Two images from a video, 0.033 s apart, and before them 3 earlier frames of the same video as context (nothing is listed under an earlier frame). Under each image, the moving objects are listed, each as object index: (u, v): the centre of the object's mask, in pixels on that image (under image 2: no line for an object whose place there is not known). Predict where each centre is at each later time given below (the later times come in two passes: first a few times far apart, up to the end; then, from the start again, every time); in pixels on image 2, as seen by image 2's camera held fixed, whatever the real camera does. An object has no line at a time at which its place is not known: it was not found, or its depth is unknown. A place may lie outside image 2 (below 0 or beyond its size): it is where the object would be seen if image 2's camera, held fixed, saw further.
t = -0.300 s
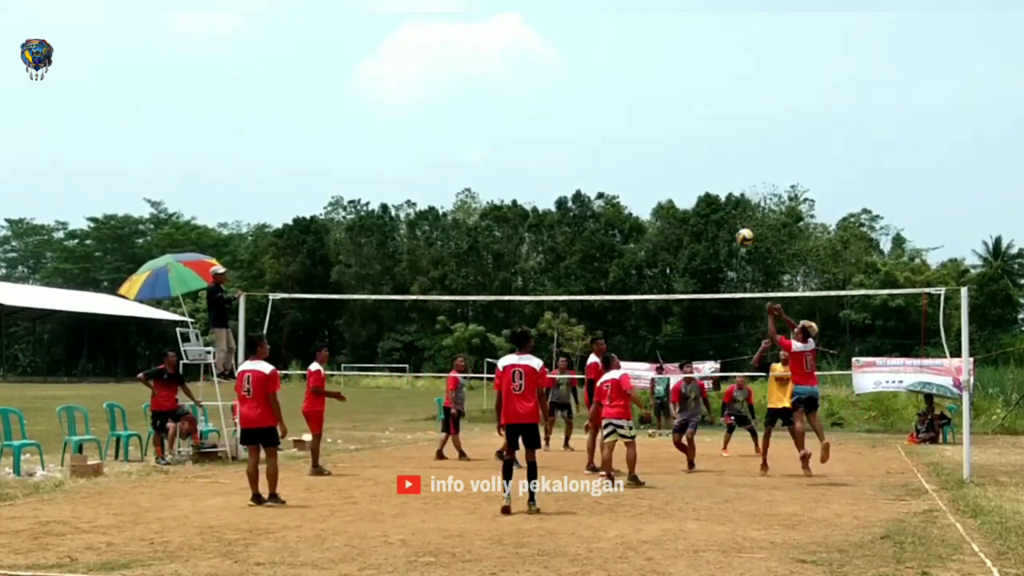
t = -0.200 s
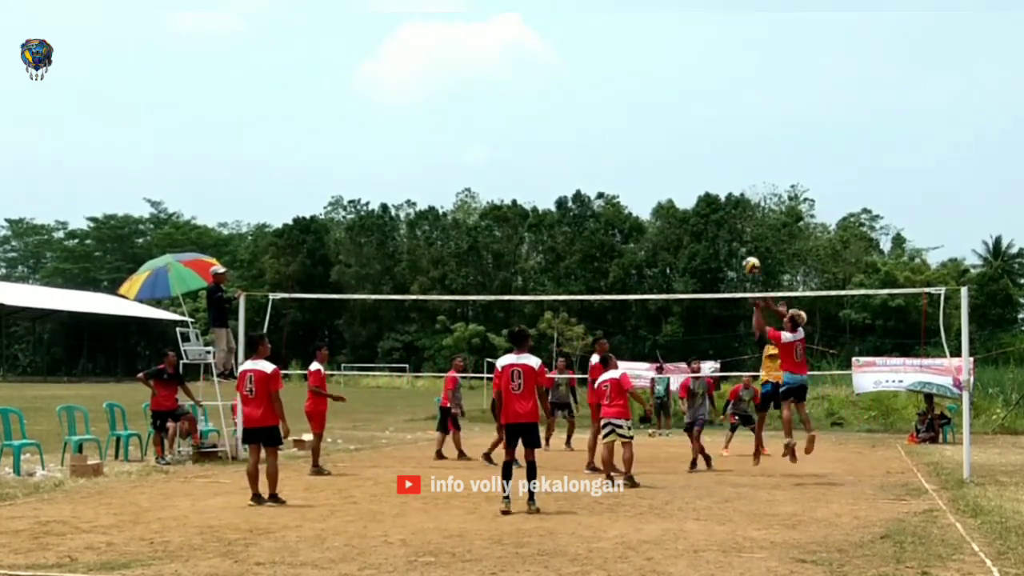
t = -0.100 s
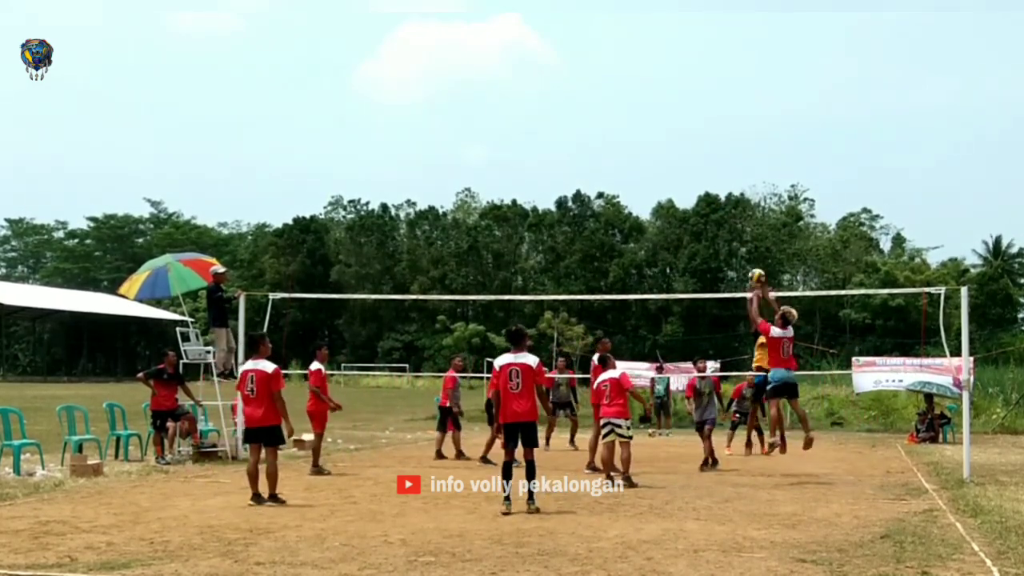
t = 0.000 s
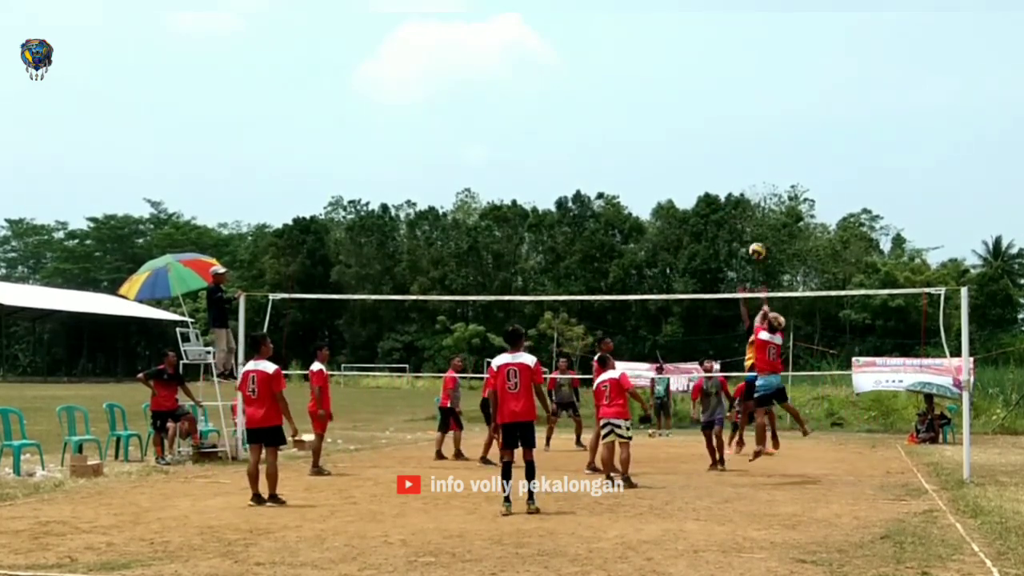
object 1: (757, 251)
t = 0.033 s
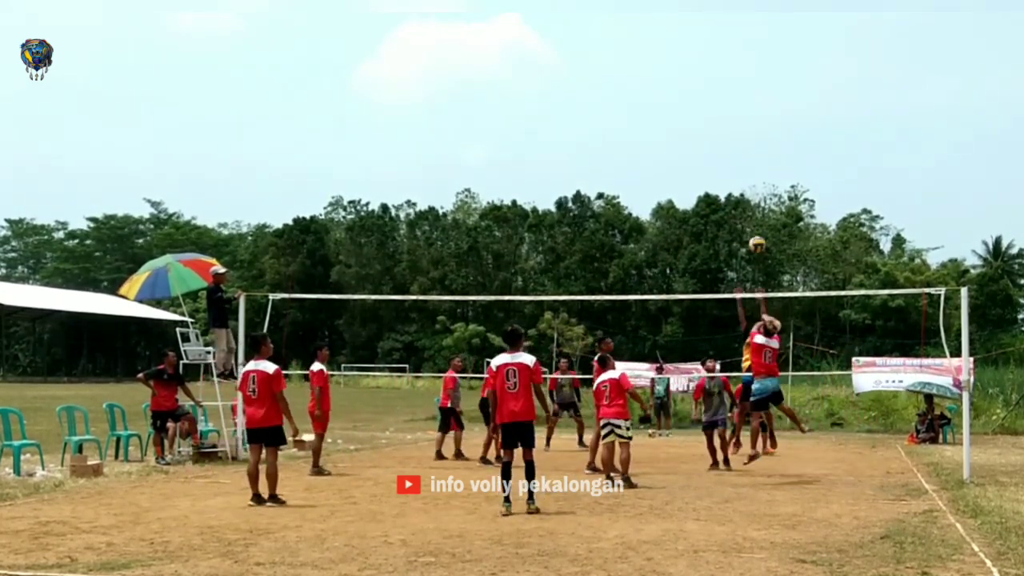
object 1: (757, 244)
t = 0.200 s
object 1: (757, 225)
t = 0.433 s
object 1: (755, 232)
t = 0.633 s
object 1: (756, 262)
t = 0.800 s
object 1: (755, 302)
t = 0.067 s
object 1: (757, 238)
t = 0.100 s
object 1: (756, 234)
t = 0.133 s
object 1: (756, 230)
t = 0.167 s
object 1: (757, 227)
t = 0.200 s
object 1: (757, 225)
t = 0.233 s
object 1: (756, 224)
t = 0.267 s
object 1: (756, 224)
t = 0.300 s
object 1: (756, 224)
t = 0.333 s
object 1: (756, 225)
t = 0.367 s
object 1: (755, 226)
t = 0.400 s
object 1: (756, 228)
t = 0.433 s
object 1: (755, 232)
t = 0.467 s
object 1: (756, 236)
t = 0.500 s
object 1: (756, 240)
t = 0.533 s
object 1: (756, 245)
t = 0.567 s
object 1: (756, 250)
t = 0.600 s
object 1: (756, 256)
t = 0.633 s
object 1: (756, 262)
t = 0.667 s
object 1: (756, 269)
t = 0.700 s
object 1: (756, 277)
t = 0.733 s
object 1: (755, 286)
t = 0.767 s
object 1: (755, 290)
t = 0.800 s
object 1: (755, 302)
